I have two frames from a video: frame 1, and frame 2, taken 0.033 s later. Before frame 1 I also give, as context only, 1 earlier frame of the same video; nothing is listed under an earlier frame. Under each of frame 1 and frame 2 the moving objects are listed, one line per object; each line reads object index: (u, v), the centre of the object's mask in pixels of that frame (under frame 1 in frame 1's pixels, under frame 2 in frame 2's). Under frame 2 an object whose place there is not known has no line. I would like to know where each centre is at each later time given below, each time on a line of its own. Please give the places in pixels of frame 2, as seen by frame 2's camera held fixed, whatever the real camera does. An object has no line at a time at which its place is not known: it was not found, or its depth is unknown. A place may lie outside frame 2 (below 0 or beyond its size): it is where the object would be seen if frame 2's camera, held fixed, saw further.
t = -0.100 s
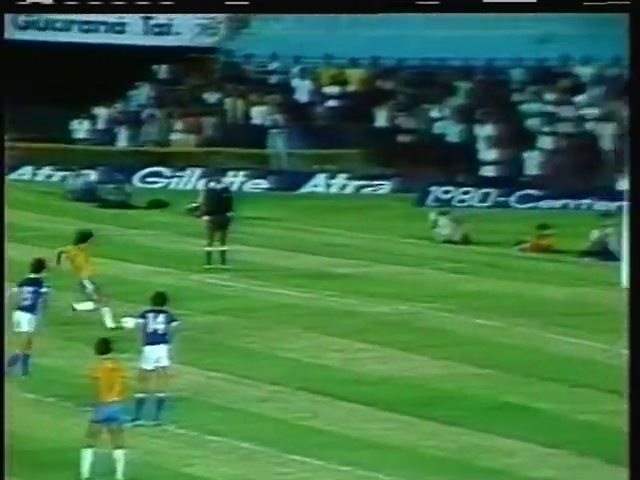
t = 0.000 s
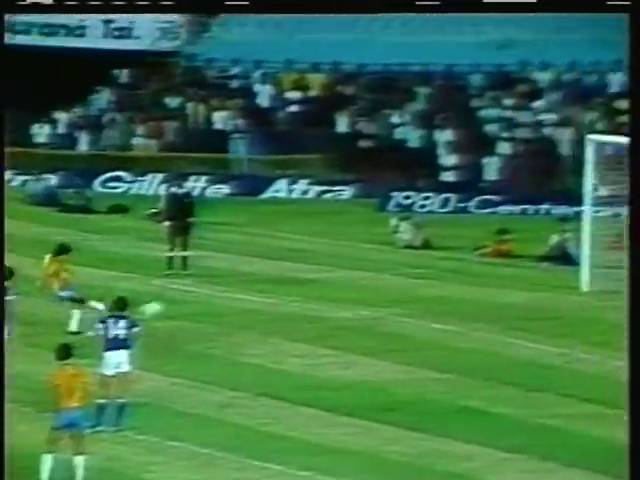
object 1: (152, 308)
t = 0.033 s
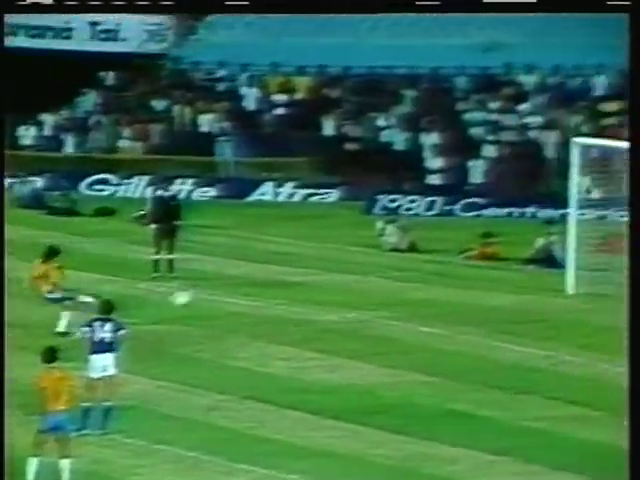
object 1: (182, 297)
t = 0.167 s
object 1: (341, 249)
